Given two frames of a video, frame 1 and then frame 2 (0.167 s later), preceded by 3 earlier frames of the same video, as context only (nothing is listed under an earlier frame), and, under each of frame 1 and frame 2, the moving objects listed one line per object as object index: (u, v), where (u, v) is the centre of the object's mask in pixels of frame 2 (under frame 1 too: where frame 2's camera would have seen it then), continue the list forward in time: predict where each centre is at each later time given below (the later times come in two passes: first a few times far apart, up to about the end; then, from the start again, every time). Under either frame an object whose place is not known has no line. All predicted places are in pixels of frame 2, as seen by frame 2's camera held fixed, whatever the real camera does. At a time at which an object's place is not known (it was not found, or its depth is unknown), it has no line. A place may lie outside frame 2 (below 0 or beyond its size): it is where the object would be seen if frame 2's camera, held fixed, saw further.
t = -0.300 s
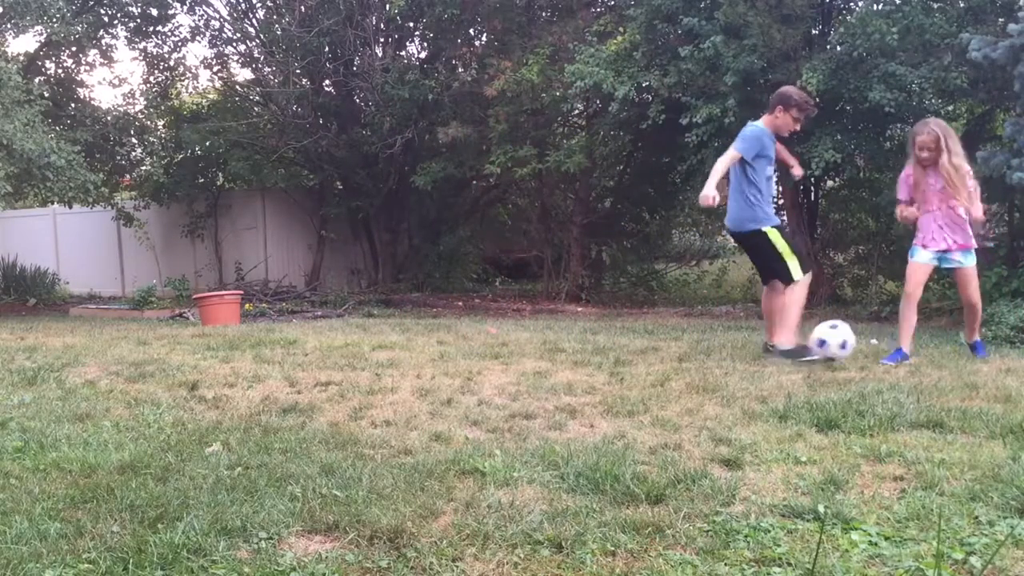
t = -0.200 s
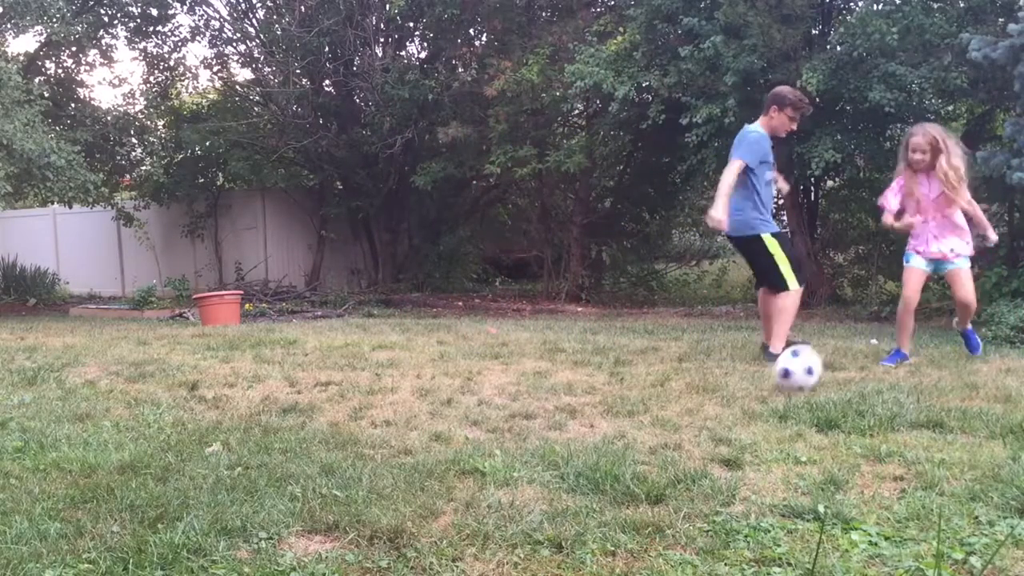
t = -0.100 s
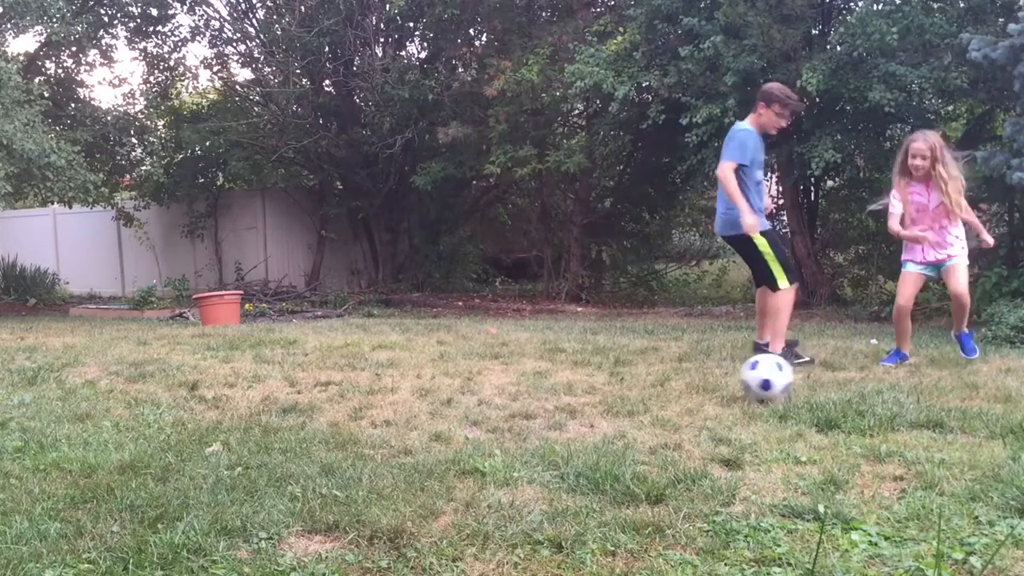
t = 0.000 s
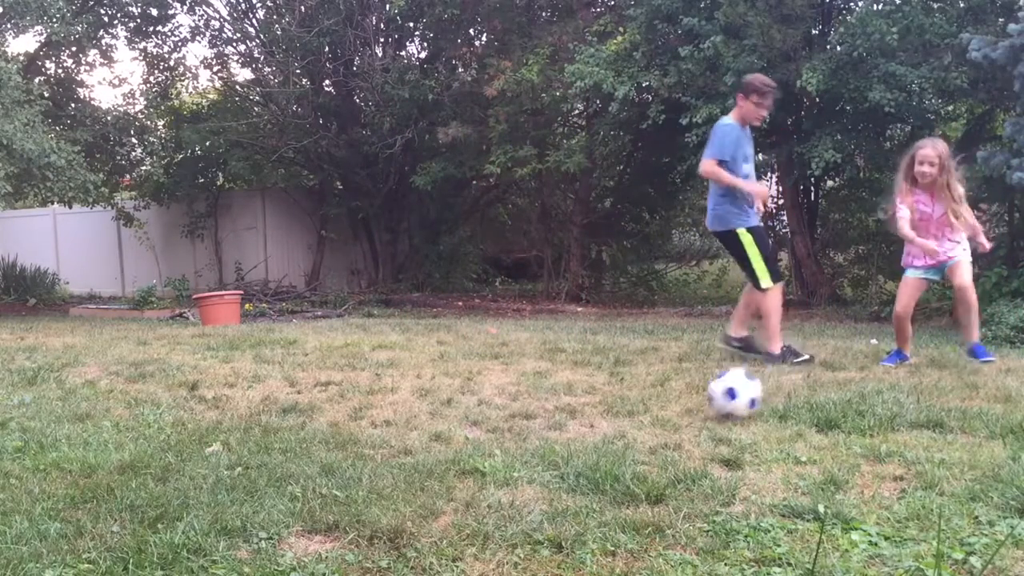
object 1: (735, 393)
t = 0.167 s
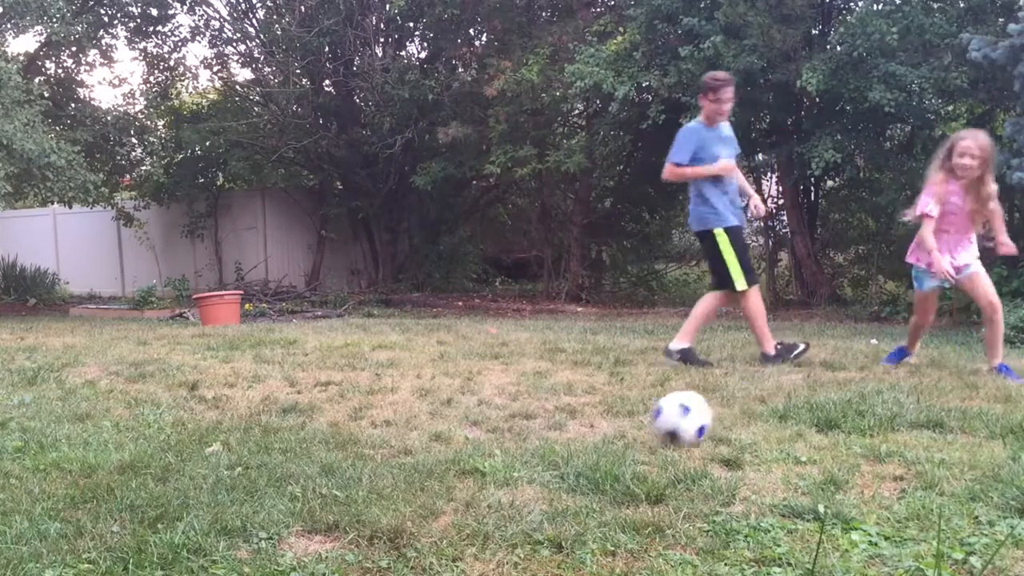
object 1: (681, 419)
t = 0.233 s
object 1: (663, 424)
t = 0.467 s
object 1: (603, 446)
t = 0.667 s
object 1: (556, 471)
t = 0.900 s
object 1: (514, 499)
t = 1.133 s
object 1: (476, 525)
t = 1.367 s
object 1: (445, 545)
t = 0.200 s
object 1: (671, 421)
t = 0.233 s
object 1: (663, 424)
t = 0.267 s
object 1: (655, 426)
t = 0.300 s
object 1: (647, 432)
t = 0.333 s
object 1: (639, 439)
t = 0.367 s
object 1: (630, 442)
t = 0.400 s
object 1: (621, 442)
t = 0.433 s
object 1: (611, 444)
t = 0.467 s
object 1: (603, 446)
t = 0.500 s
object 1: (595, 447)
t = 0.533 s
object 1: (588, 450)
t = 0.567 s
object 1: (580, 453)
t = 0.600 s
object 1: (570, 462)
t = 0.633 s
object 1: (562, 470)
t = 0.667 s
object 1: (556, 471)
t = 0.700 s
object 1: (550, 471)
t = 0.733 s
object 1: (543, 474)
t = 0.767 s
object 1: (538, 479)
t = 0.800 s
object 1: (531, 486)
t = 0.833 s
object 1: (525, 496)
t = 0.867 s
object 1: (517, 499)
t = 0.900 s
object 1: (514, 499)
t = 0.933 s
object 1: (508, 502)
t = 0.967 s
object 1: (503, 507)
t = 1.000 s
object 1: (497, 515)
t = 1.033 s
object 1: (490, 522)
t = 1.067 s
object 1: (485, 521)
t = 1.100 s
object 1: (479, 524)
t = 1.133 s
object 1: (476, 525)
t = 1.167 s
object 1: (470, 533)
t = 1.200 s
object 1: (467, 539)
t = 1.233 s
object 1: (461, 541)
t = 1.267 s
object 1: (456, 541)
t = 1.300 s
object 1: (453, 541)
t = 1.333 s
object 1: (449, 542)
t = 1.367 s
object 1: (445, 545)
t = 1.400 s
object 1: (440, 550)
